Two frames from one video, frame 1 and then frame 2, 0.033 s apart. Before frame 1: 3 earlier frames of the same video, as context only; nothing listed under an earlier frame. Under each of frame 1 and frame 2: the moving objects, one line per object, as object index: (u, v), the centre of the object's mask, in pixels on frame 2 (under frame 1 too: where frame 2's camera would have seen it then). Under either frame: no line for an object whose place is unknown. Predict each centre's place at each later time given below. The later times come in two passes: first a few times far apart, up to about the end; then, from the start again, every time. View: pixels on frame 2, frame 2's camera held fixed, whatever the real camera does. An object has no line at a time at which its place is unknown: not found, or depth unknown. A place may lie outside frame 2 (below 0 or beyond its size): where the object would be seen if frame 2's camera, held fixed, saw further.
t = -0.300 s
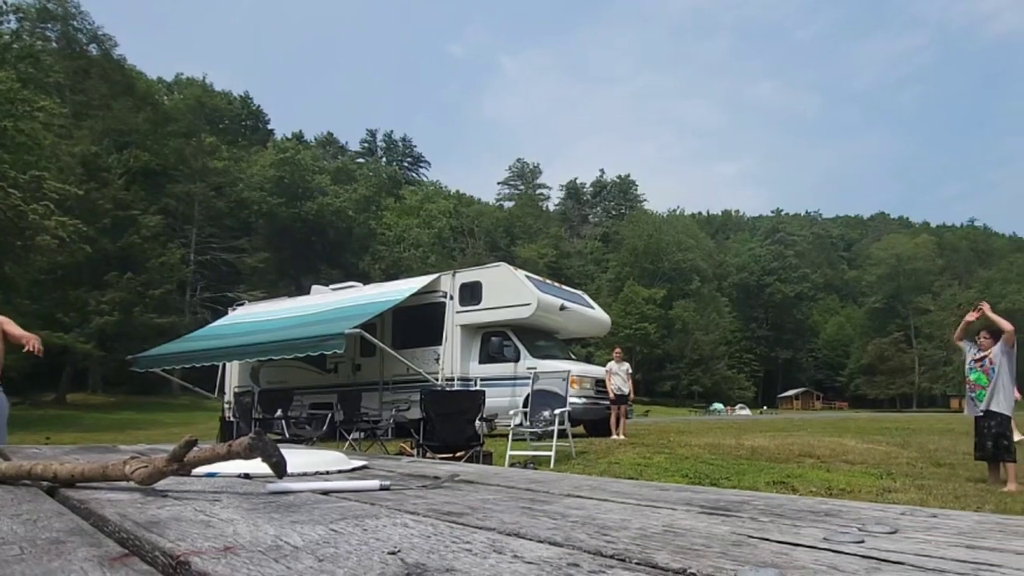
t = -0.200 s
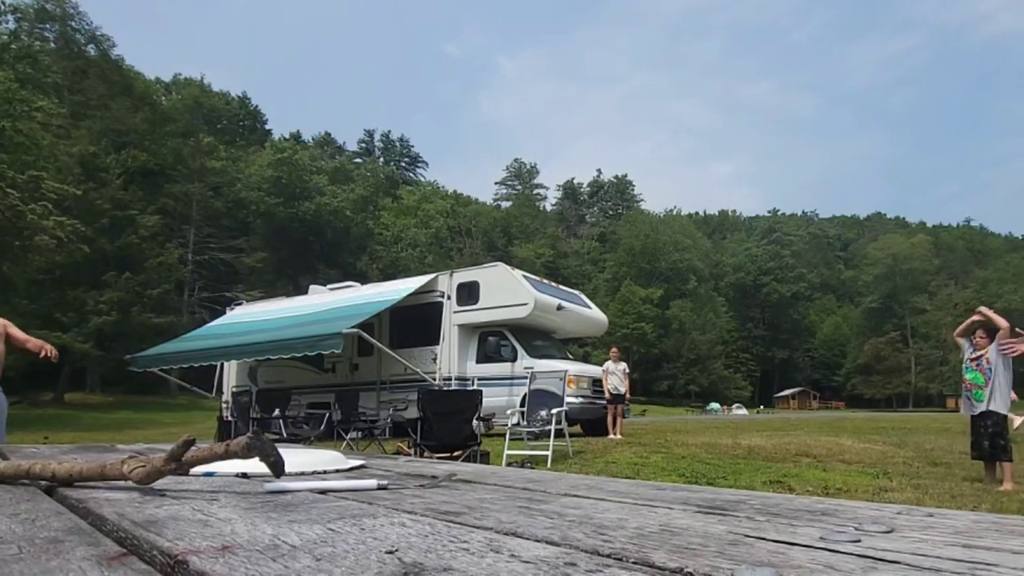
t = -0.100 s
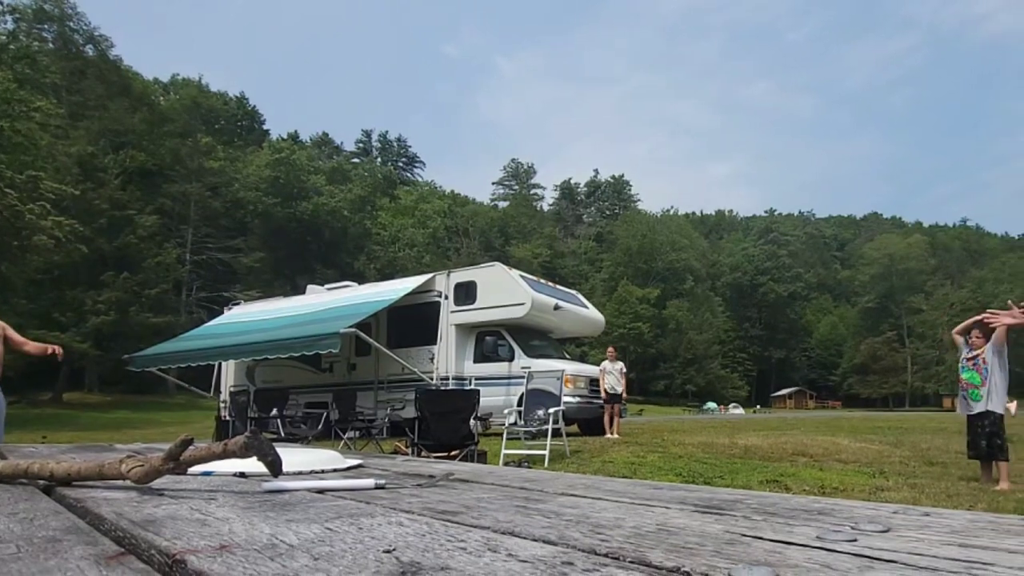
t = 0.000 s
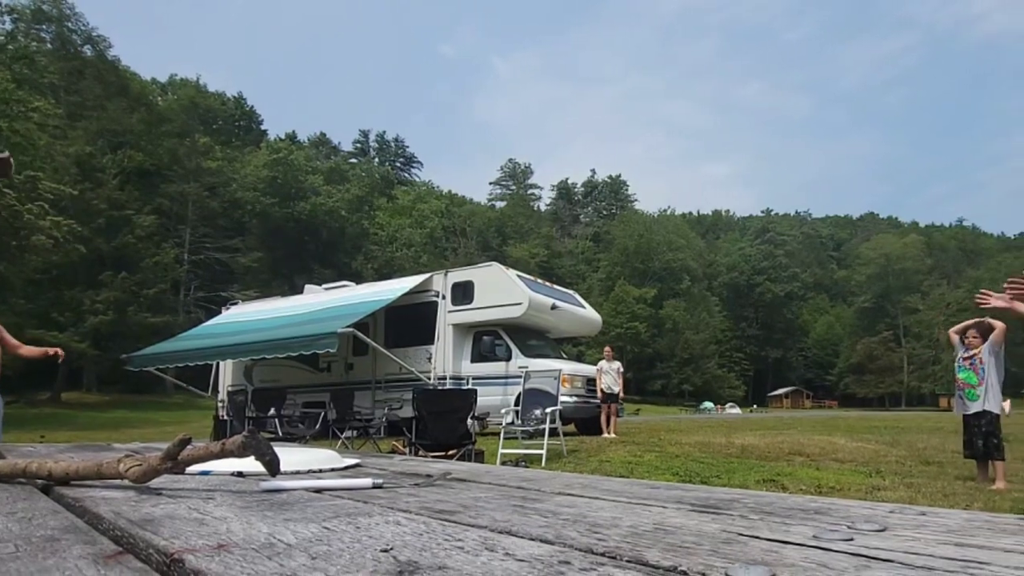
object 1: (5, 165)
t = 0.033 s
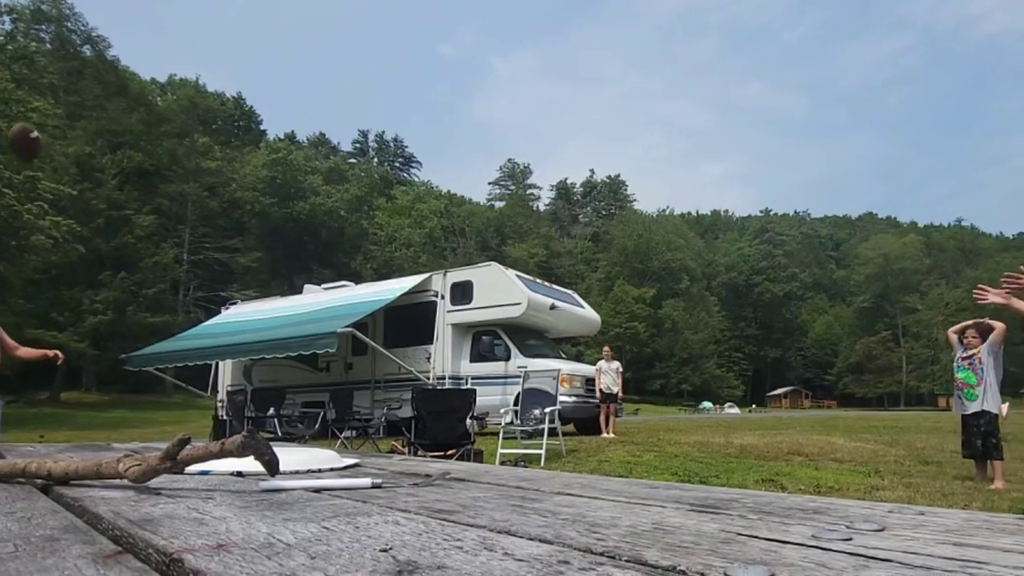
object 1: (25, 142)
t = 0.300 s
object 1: (279, 40)
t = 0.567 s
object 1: (547, 32)
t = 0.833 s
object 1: (857, 131)
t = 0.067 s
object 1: (57, 125)
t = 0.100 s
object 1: (88, 109)
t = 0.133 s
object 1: (120, 94)
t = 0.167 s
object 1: (152, 80)
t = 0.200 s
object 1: (184, 68)
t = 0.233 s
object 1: (215, 57)
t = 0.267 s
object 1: (247, 48)
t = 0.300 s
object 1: (279, 40)
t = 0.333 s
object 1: (311, 34)
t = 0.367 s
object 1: (344, 30)
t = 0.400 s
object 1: (377, 26)
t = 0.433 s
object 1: (411, 24)
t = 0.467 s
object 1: (444, 23)
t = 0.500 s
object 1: (477, 25)
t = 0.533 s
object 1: (512, 27)
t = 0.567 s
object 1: (547, 32)
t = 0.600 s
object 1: (583, 38)
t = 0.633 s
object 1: (620, 46)
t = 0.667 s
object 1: (657, 56)
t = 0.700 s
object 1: (695, 67)
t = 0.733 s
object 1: (734, 79)
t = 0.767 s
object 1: (774, 95)
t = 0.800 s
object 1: (815, 112)
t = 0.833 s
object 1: (857, 131)
